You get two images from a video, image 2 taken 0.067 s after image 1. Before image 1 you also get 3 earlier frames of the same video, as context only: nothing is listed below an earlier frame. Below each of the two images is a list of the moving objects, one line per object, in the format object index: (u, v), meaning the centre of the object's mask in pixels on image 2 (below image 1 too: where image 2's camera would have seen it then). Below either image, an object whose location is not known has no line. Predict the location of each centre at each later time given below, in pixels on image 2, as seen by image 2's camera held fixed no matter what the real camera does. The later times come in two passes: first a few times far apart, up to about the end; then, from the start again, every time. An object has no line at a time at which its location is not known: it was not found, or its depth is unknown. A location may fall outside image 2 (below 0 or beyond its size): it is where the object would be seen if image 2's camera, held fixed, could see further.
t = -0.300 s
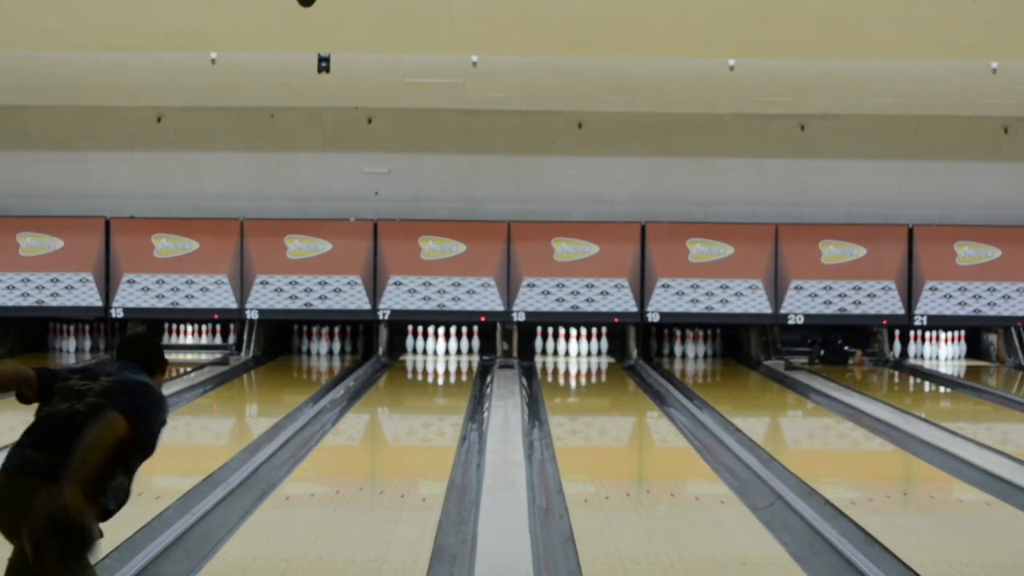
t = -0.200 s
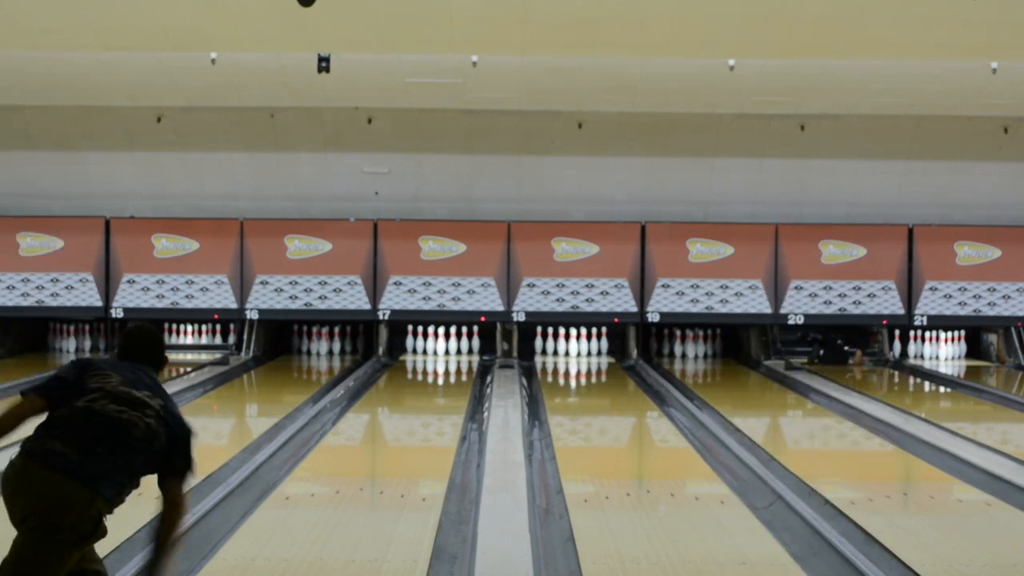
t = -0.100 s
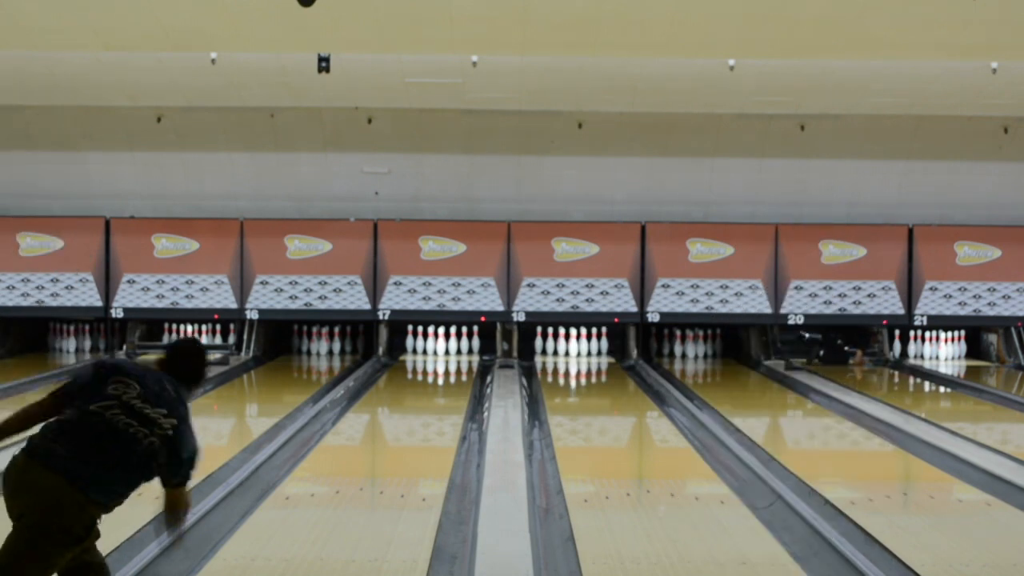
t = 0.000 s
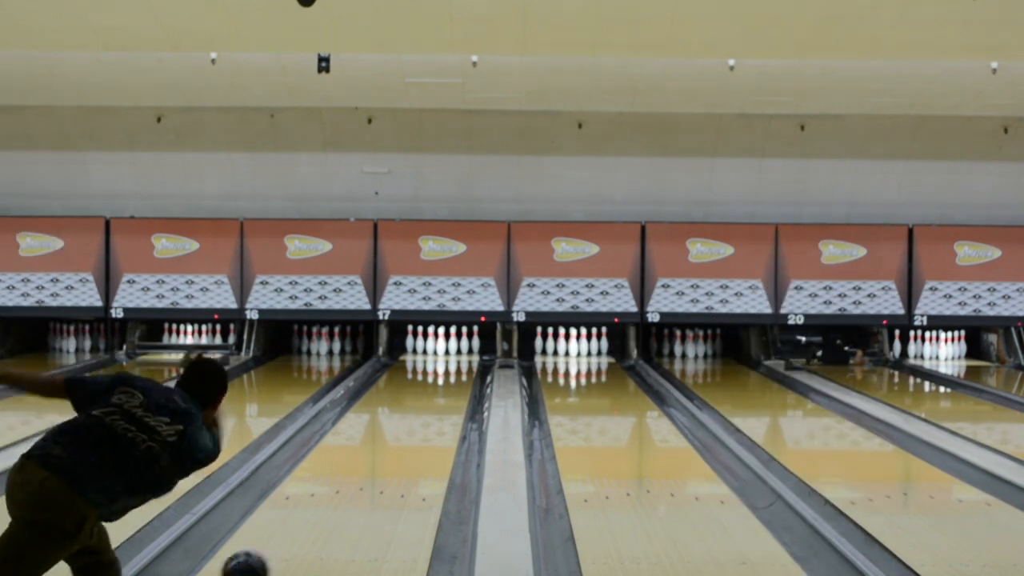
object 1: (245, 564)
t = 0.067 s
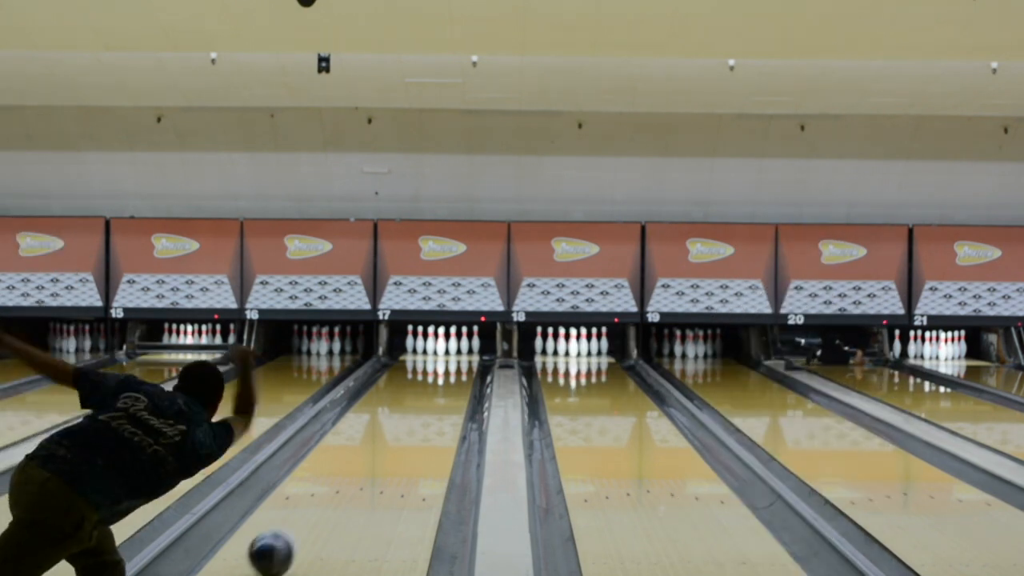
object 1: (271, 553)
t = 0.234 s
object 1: (321, 511)
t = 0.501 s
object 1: (378, 465)
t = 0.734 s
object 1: (412, 435)
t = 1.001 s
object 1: (439, 409)
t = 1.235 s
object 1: (454, 392)
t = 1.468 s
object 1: (462, 380)
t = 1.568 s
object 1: (464, 374)
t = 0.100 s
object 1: (283, 545)
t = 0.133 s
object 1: (293, 536)
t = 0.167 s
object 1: (303, 527)
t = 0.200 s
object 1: (313, 519)
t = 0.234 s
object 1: (321, 511)
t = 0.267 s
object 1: (330, 504)
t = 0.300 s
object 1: (338, 497)
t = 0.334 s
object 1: (346, 491)
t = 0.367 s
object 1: (353, 485)
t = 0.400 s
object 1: (360, 480)
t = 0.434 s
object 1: (366, 474)
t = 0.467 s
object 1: (372, 469)
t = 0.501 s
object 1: (378, 465)
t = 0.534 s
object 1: (384, 460)
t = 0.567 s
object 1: (389, 456)
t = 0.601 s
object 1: (394, 452)
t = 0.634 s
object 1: (399, 448)
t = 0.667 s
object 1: (403, 443)
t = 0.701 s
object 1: (407, 439)
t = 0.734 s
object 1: (412, 435)
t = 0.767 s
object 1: (416, 432)
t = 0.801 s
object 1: (420, 428)
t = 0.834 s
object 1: (423, 425)
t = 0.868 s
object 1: (427, 421)
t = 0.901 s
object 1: (430, 418)
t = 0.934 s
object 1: (433, 415)
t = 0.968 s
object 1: (436, 412)
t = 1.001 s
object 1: (439, 409)
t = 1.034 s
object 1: (441, 407)
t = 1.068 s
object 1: (444, 404)
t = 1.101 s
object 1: (446, 402)
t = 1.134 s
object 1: (448, 399)
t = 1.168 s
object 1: (450, 397)
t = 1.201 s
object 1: (452, 395)
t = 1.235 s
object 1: (454, 392)
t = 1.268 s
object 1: (456, 390)
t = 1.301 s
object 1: (457, 389)
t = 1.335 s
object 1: (458, 387)
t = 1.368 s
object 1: (459, 384)
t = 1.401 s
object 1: (460, 382)
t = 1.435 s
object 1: (461, 381)
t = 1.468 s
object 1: (462, 380)
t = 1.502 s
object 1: (463, 378)
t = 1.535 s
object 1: (464, 376)
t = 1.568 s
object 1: (464, 374)
